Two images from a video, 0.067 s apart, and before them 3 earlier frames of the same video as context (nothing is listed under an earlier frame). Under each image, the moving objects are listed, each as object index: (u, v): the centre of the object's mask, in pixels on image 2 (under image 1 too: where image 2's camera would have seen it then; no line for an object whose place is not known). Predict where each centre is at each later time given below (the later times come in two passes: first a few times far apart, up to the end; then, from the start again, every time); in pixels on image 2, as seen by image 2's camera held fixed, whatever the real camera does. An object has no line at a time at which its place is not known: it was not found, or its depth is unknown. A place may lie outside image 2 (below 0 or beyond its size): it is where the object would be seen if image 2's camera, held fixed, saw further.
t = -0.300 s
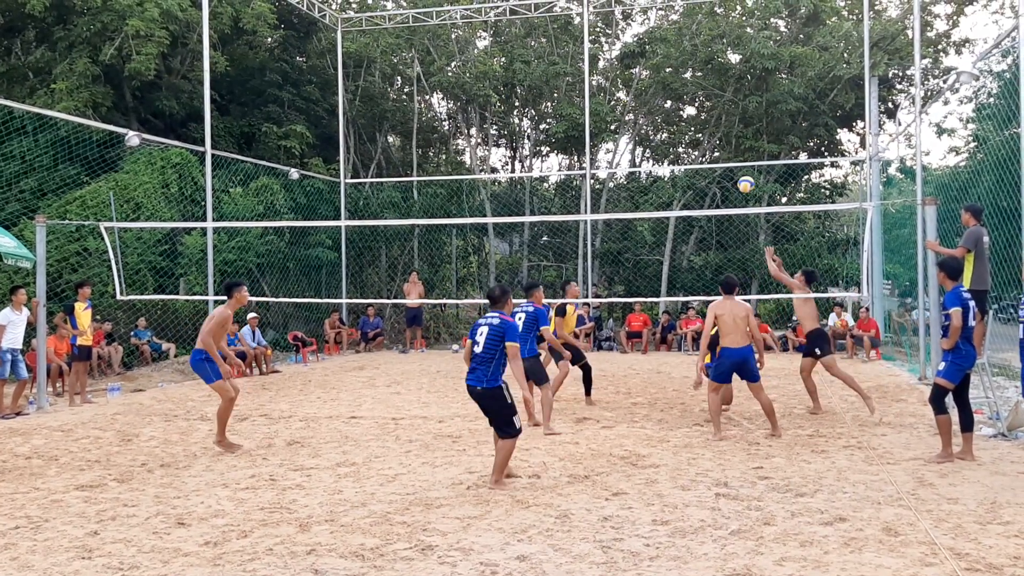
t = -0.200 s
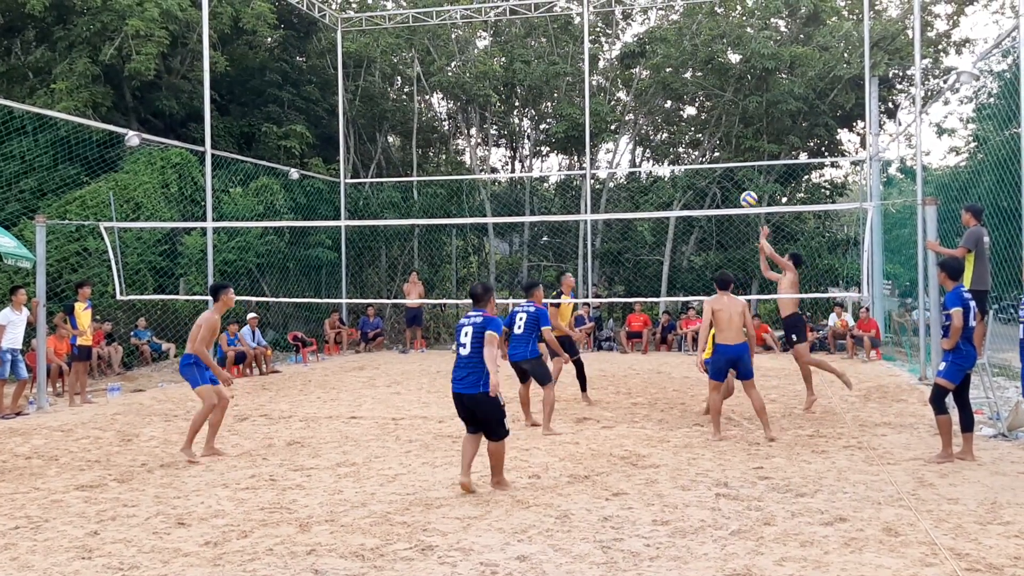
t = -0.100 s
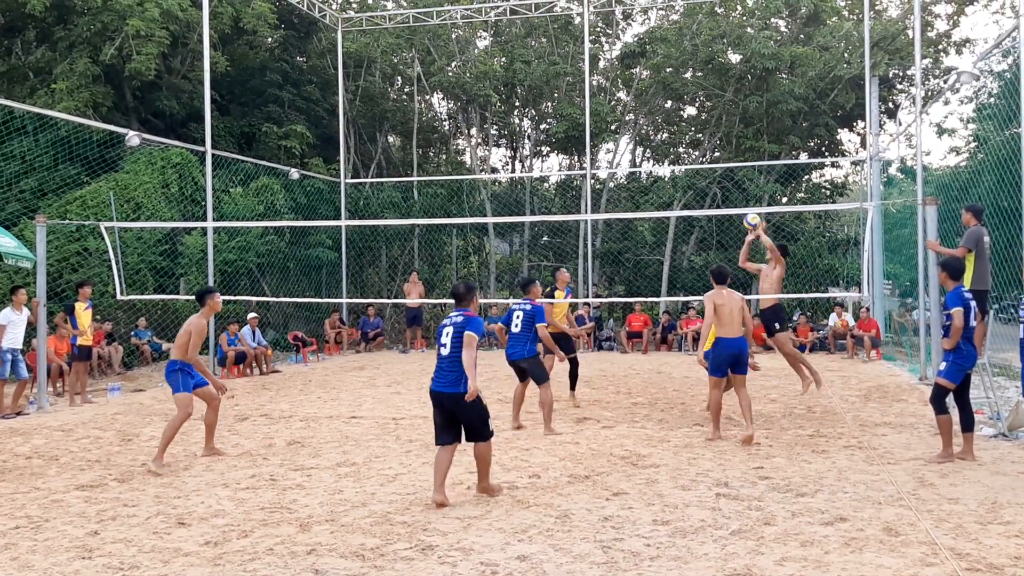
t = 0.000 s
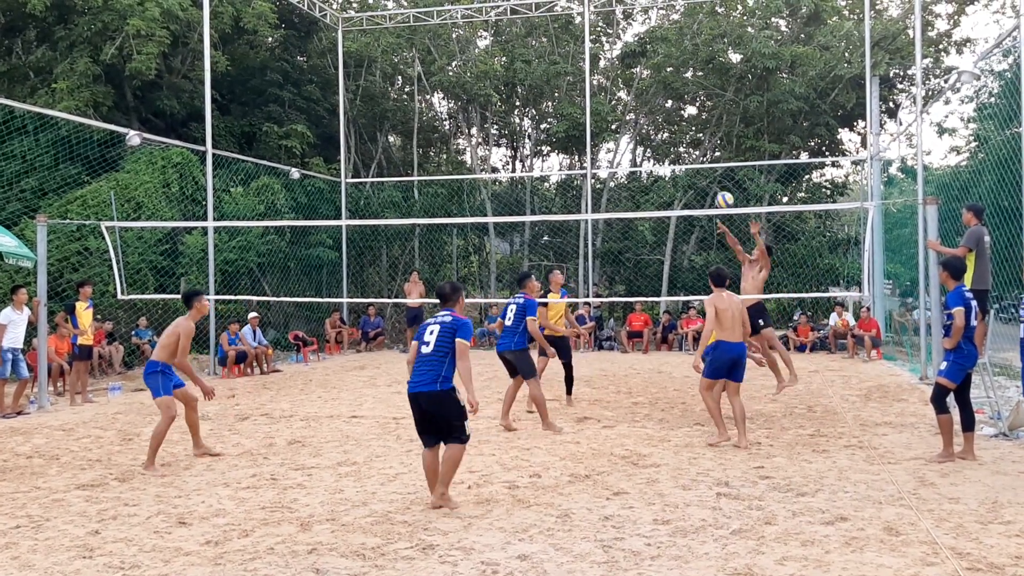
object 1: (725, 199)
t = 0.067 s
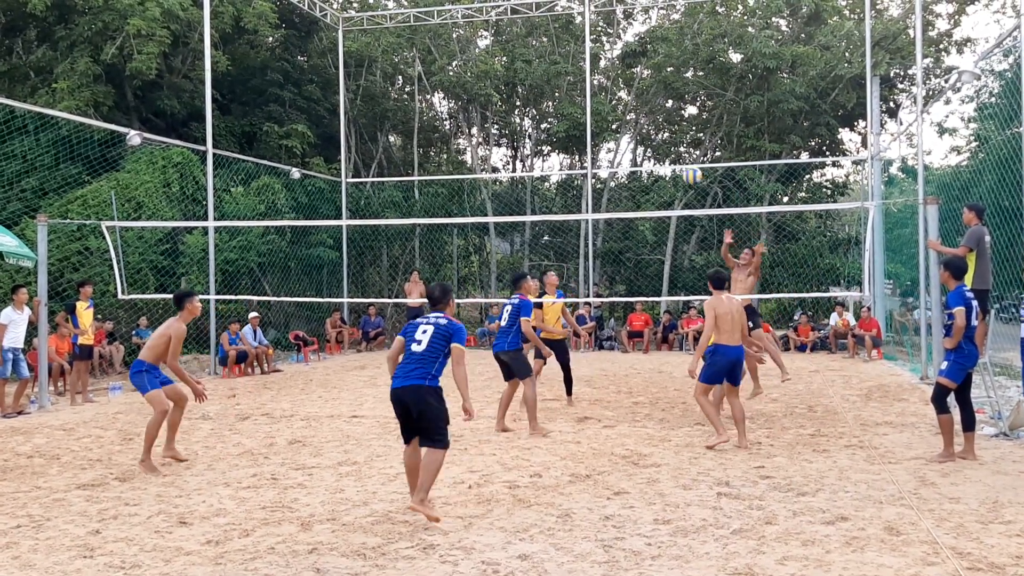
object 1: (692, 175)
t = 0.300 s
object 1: (558, 105)
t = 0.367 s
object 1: (516, 92)
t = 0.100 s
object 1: (675, 163)
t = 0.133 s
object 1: (656, 153)
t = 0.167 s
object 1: (639, 142)
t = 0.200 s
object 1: (619, 131)
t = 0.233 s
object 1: (600, 122)
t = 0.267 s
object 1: (579, 113)
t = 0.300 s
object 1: (558, 105)
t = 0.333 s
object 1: (538, 98)
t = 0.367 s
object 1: (516, 92)
